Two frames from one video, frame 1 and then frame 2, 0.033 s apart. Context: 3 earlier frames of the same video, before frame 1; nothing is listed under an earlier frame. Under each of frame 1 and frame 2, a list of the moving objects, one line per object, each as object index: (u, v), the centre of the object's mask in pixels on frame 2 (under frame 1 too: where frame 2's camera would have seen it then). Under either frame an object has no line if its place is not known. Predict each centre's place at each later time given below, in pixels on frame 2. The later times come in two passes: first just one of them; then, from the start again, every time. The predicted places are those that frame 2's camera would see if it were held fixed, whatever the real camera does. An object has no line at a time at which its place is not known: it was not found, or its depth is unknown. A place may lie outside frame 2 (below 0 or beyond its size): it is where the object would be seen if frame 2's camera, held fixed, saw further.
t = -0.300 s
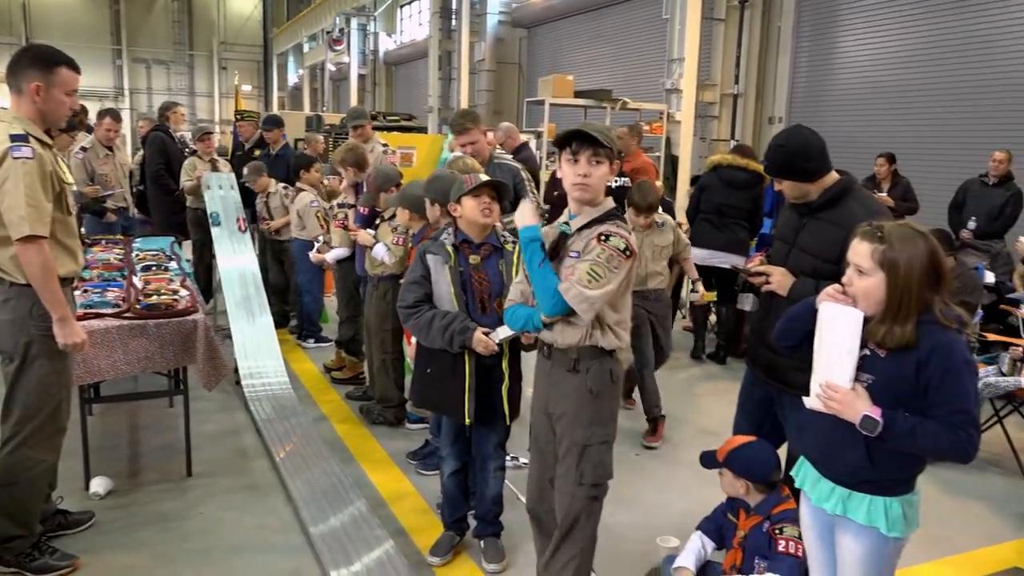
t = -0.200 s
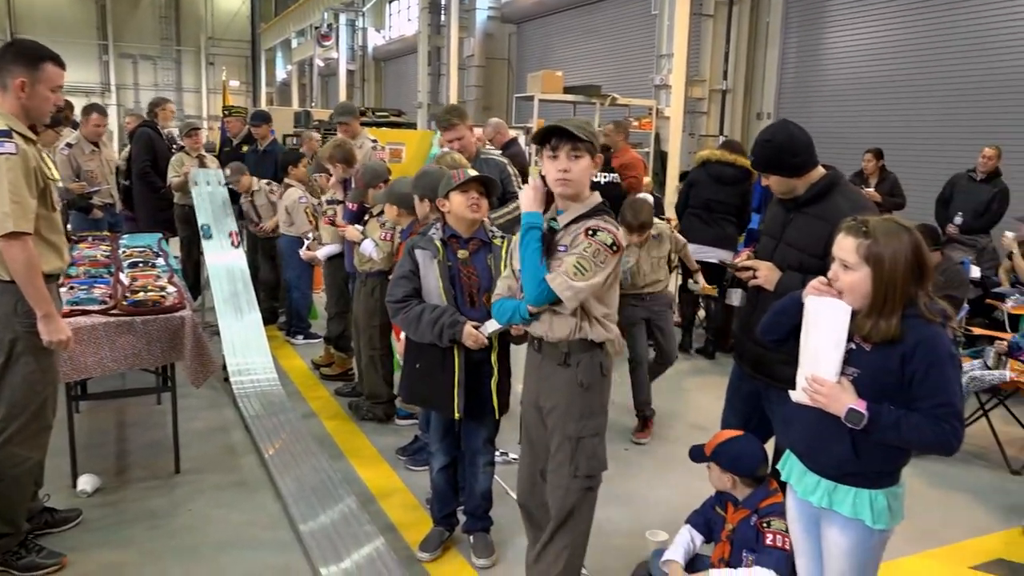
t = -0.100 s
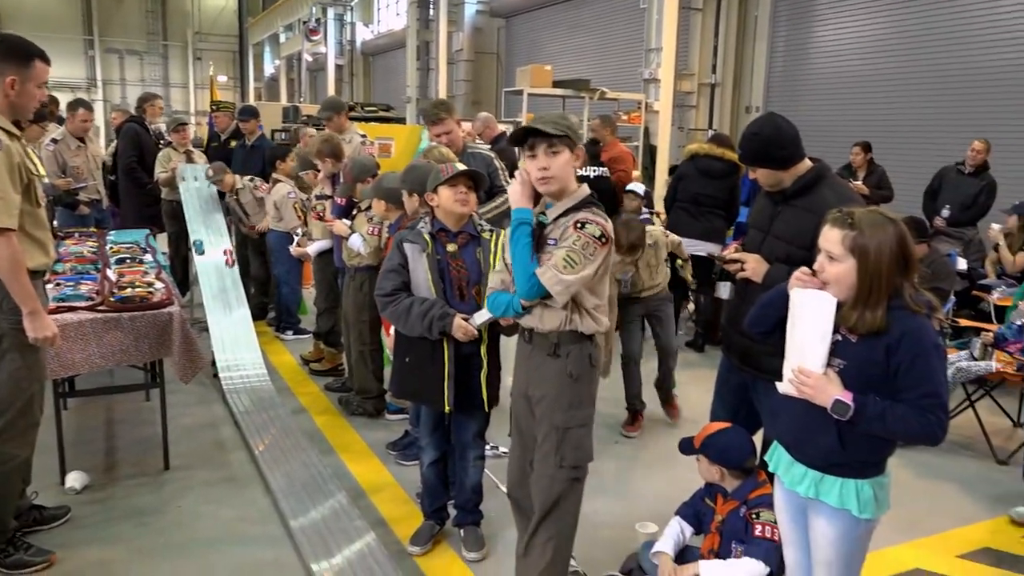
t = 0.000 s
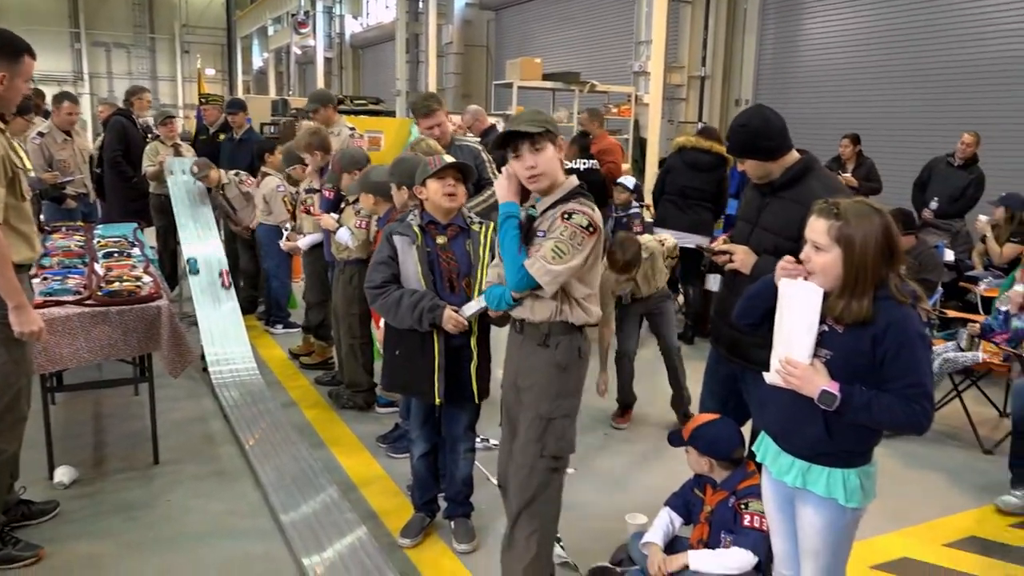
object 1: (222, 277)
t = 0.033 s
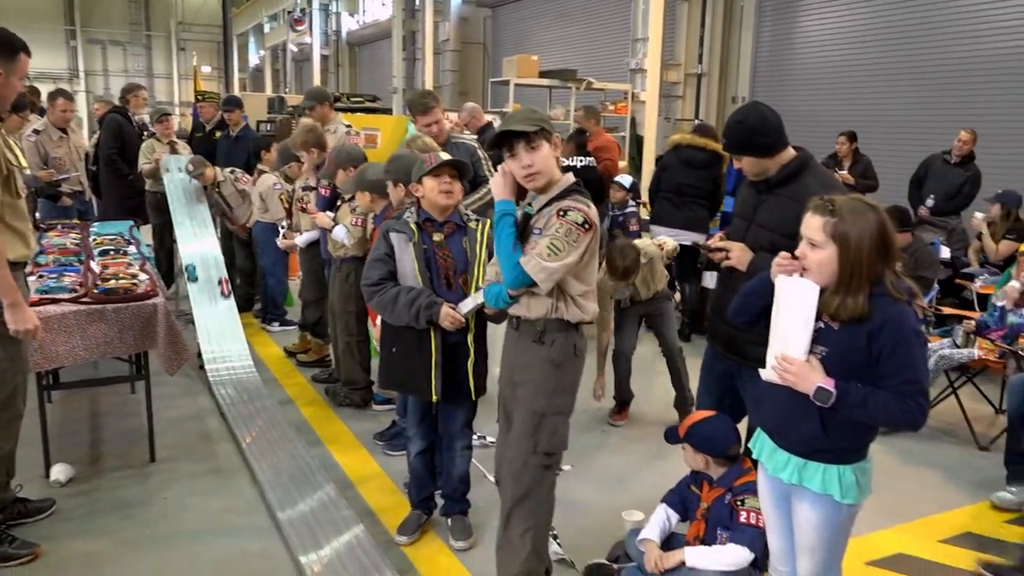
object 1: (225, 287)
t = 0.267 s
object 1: (250, 372)
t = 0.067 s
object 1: (228, 299)
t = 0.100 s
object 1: (231, 311)
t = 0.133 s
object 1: (235, 324)
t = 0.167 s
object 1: (238, 337)
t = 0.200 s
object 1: (242, 350)
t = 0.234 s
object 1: (246, 362)
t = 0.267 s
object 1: (250, 372)
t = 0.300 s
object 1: (254, 380)
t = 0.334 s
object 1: (259, 388)
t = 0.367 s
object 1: (265, 395)
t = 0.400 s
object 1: (271, 403)
